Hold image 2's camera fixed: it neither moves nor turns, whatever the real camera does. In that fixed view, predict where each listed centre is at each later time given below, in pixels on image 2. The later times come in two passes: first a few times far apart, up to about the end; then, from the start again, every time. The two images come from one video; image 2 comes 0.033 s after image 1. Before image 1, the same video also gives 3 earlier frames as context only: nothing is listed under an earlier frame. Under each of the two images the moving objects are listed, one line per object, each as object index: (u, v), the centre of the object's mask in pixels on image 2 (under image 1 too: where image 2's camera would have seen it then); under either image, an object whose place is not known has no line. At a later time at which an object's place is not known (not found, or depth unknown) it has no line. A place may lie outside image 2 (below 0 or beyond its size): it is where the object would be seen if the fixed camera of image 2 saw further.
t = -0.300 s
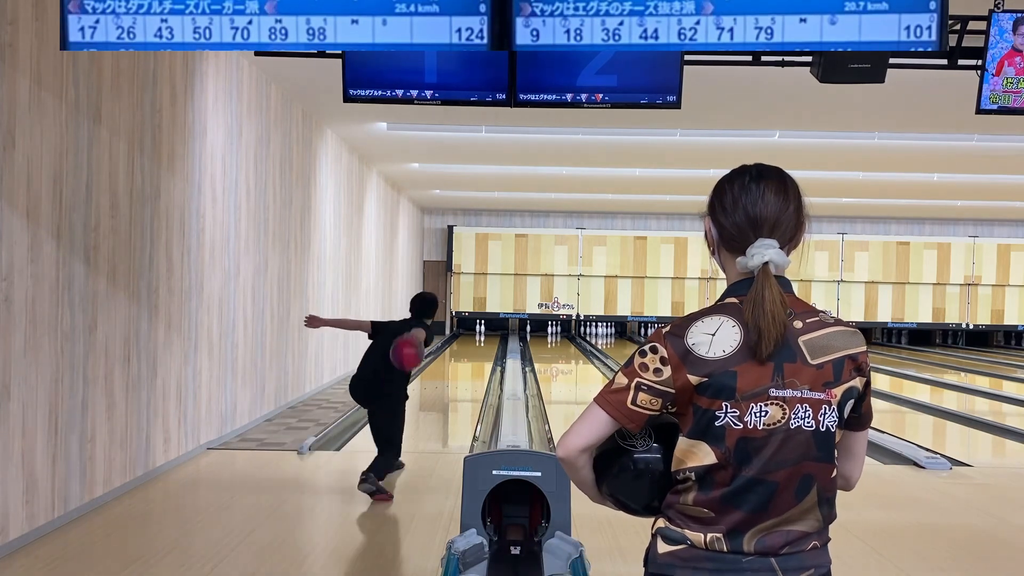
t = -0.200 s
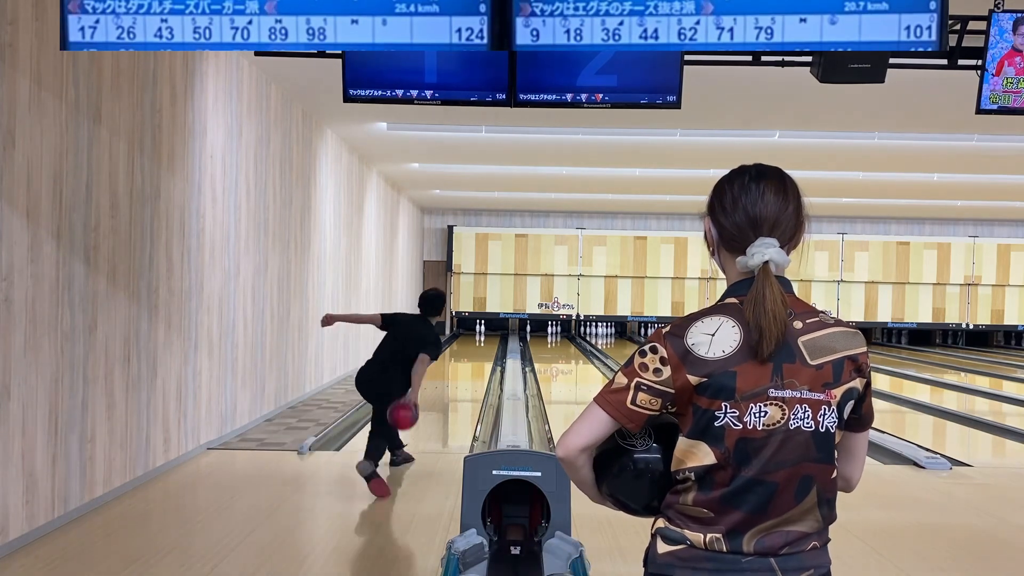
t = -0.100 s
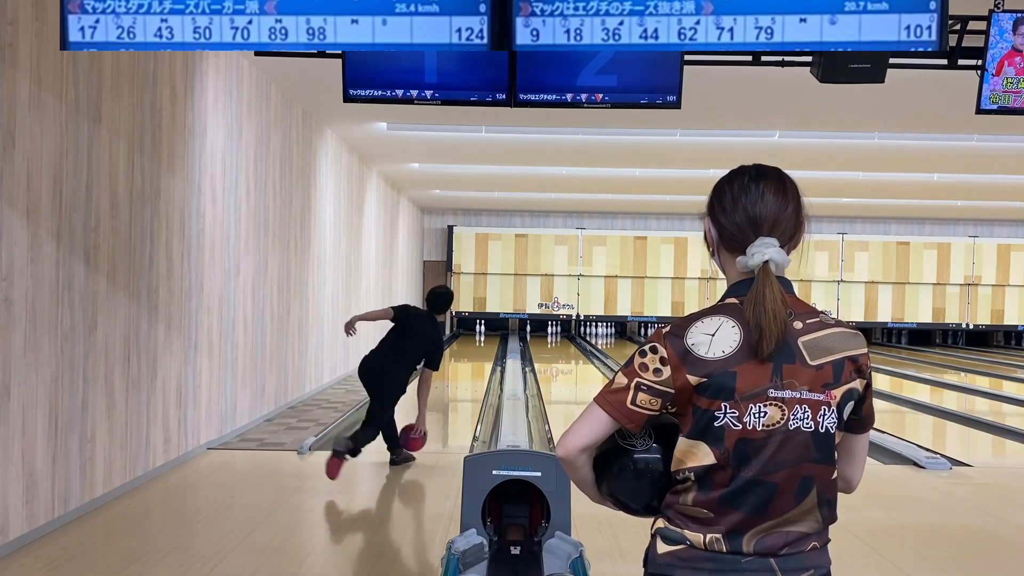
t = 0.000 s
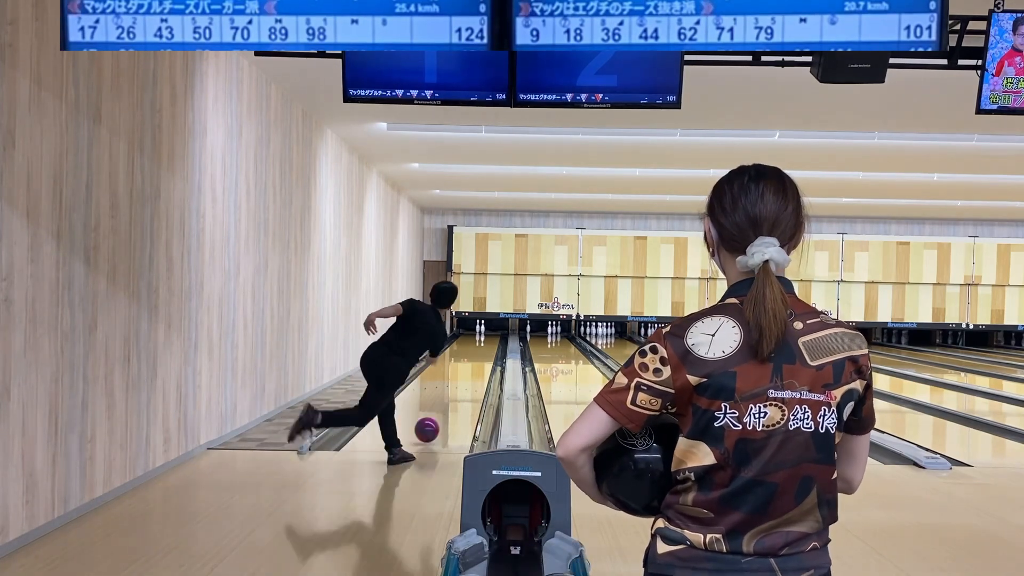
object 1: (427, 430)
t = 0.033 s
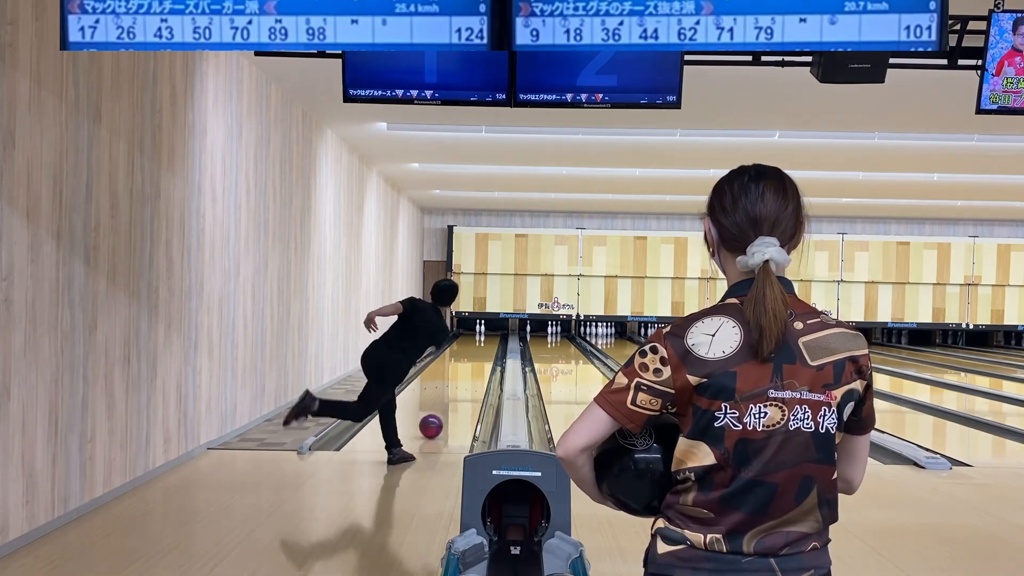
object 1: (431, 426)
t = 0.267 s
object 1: (453, 398)
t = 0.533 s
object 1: (468, 377)
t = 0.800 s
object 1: (479, 362)
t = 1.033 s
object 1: (485, 353)
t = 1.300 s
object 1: (489, 346)
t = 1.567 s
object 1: (490, 340)
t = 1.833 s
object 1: (488, 335)
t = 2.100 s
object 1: (487, 332)
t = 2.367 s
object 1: (489, 329)
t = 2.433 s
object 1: (490, 328)
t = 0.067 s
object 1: (434, 421)
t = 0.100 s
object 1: (438, 417)
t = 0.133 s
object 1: (442, 412)
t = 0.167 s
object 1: (445, 408)
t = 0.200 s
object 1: (448, 404)
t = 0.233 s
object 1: (450, 401)
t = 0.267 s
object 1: (453, 398)
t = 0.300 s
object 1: (455, 395)
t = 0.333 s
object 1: (457, 392)
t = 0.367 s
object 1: (459, 389)
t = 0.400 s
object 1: (462, 386)
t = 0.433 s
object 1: (463, 383)
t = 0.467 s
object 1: (465, 381)
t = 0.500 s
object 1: (467, 379)
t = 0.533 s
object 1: (468, 377)
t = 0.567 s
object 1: (470, 374)
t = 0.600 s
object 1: (471, 372)
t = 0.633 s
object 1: (473, 370)
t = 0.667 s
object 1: (474, 369)
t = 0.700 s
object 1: (476, 367)
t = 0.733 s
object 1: (477, 365)
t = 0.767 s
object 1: (478, 364)
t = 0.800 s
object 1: (479, 362)
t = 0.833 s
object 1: (480, 361)
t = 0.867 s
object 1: (481, 360)
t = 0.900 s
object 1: (482, 358)
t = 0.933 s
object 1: (483, 357)
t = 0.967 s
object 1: (484, 356)
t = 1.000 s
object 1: (484, 355)
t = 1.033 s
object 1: (485, 353)
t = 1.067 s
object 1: (486, 353)
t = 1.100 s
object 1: (487, 351)
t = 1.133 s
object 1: (487, 351)
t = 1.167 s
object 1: (488, 349)
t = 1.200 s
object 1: (488, 349)
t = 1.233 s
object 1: (488, 348)
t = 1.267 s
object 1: (489, 347)
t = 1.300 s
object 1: (489, 346)
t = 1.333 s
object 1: (489, 345)
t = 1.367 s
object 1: (490, 344)
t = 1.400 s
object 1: (490, 343)
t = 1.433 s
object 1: (490, 342)
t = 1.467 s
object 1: (490, 342)
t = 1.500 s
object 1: (490, 341)
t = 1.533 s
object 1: (490, 341)
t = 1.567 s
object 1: (490, 340)
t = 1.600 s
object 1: (490, 339)
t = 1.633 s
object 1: (489, 339)
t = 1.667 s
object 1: (489, 338)
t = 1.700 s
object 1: (489, 337)
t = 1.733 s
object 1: (489, 337)
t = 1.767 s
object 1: (489, 337)
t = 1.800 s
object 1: (488, 336)
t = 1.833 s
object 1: (488, 335)
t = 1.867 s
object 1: (488, 335)
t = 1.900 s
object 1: (488, 335)
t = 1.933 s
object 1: (488, 334)
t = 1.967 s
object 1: (488, 334)
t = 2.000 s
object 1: (487, 334)
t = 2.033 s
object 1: (487, 333)
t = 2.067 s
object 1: (487, 332)
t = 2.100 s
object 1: (487, 332)
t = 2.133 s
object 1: (487, 331)
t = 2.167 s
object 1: (486, 331)
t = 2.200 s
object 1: (487, 331)
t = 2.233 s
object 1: (487, 330)
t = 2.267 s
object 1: (486, 329)
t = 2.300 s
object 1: (487, 329)
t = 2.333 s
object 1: (488, 329)
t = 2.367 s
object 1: (489, 329)
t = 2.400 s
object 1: (490, 329)
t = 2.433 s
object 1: (490, 328)
